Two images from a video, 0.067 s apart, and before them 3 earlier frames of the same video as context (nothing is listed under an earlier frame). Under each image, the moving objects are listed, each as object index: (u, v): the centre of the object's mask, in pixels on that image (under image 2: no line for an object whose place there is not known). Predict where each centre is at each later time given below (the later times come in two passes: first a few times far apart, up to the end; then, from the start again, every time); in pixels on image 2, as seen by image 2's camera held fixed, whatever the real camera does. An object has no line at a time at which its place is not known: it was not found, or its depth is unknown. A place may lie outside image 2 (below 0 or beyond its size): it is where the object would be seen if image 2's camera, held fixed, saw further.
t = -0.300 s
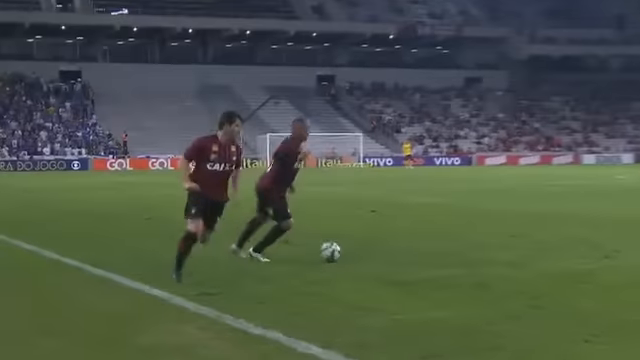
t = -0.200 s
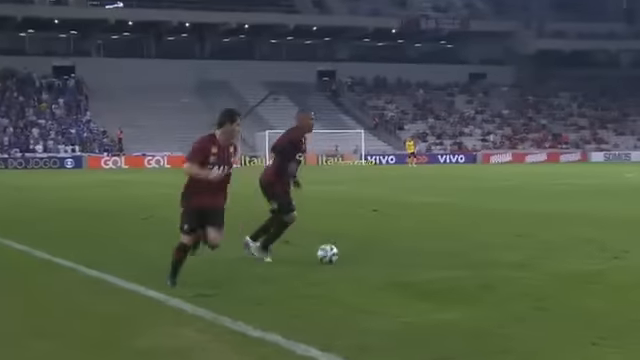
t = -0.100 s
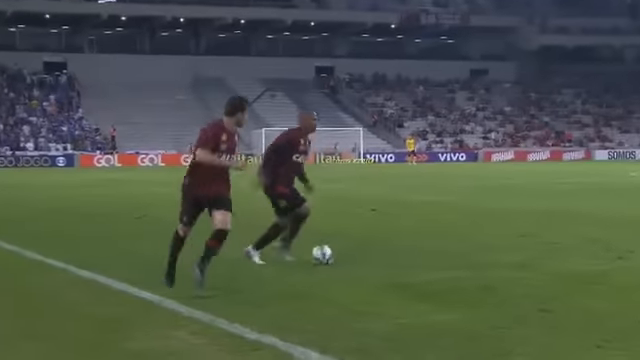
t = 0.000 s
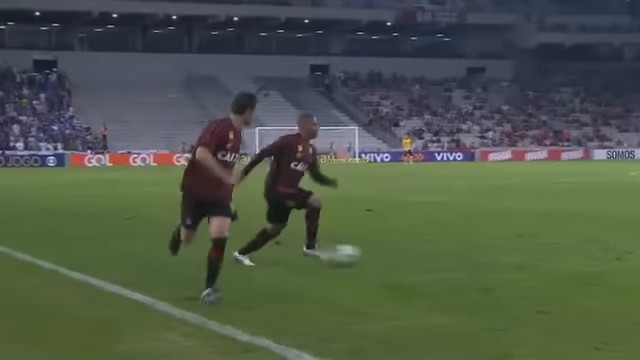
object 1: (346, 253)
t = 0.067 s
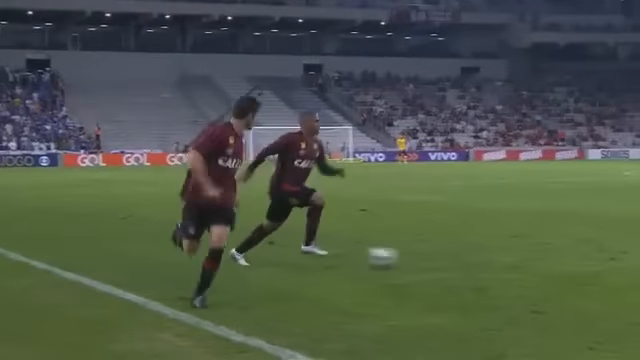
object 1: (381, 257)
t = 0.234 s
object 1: (483, 260)
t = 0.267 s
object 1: (503, 262)
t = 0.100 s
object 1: (403, 259)
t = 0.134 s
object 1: (423, 258)
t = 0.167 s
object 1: (443, 258)
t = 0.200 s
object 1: (462, 258)
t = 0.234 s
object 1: (483, 260)
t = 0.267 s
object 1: (503, 262)
